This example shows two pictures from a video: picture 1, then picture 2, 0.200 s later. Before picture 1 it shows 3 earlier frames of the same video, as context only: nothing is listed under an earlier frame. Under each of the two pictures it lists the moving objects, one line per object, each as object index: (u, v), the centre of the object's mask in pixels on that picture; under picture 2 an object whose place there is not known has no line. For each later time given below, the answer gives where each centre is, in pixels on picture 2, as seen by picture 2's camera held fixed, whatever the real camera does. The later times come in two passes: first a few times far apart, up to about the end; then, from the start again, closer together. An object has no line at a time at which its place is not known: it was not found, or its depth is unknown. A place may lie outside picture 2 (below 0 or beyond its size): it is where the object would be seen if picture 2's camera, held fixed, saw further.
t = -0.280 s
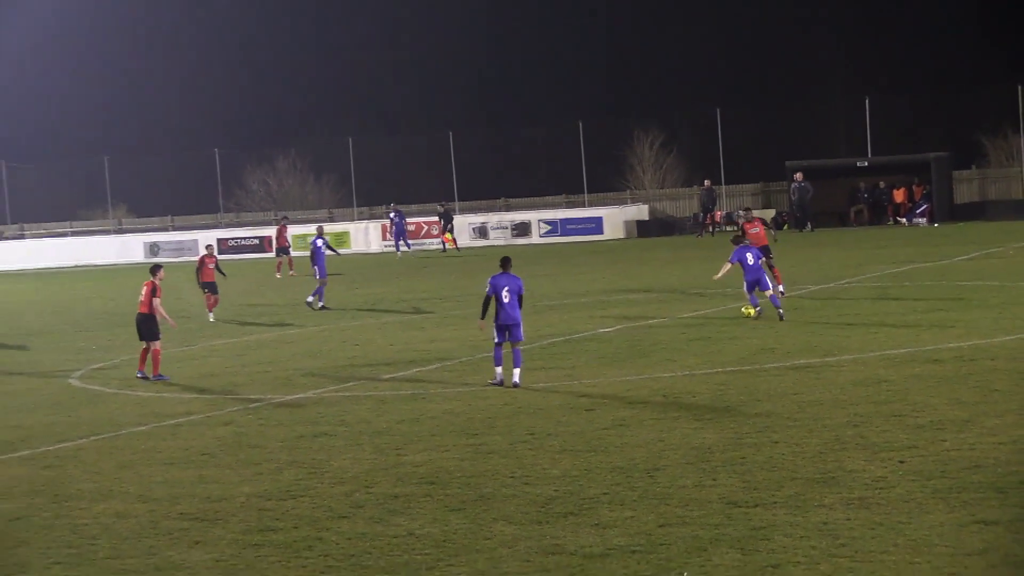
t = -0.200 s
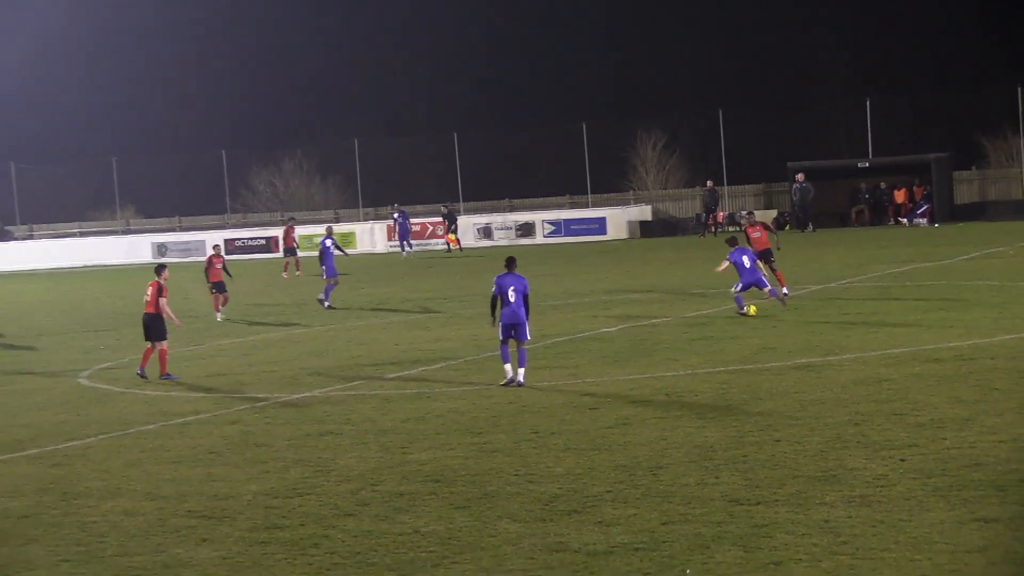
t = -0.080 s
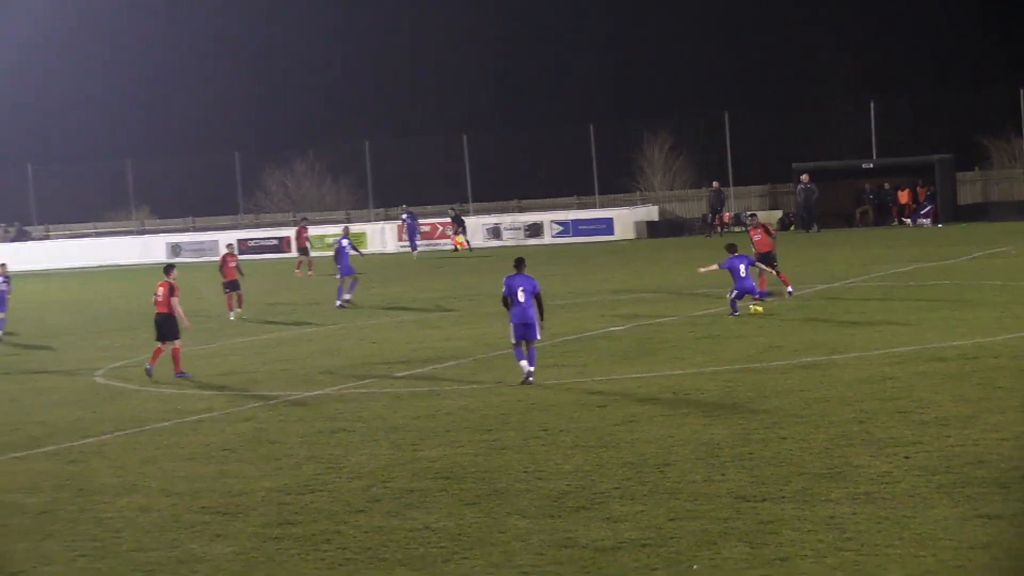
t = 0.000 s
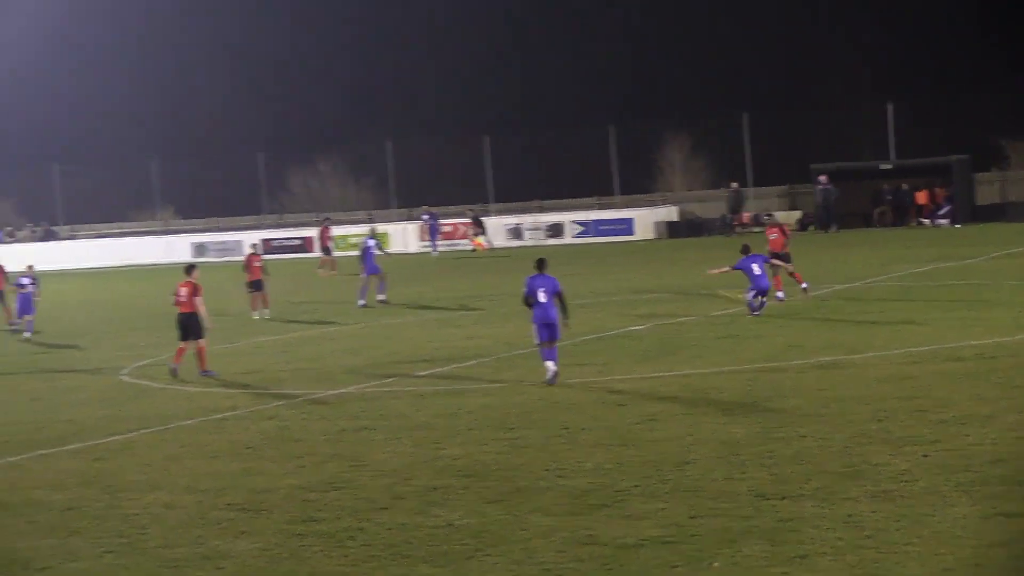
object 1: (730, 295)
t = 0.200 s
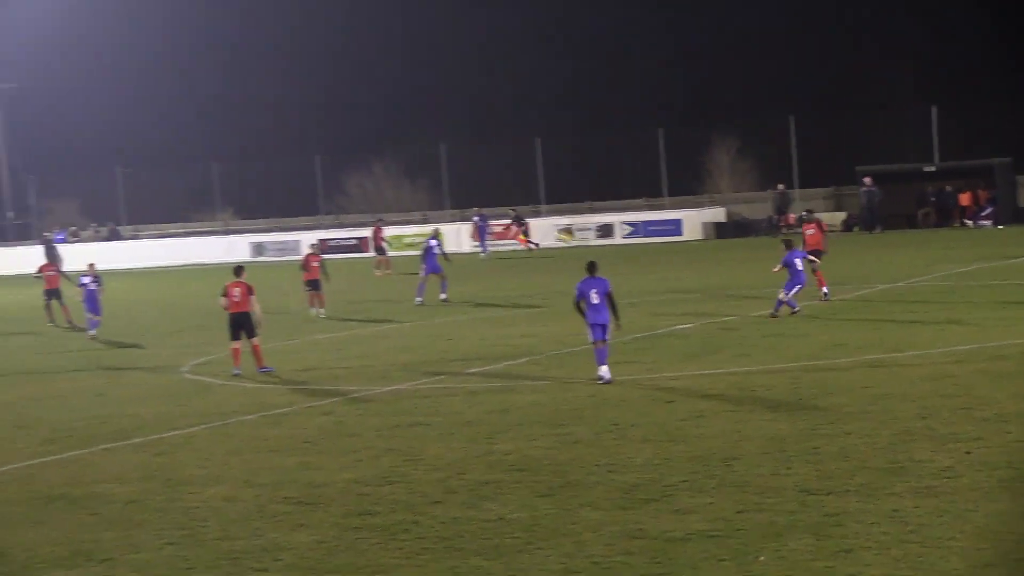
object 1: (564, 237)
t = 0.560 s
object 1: (260, 173)
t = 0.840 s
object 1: (72, 141)
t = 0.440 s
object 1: (353, 190)
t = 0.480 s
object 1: (321, 184)
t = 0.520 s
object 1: (290, 179)
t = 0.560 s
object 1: (260, 173)
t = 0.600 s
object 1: (230, 167)
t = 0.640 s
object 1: (201, 162)
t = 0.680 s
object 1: (173, 156)
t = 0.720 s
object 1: (145, 152)
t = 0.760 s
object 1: (121, 149)
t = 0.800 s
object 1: (97, 146)
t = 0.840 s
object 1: (72, 141)
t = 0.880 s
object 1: (47, 138)
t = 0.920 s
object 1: (21, 134)
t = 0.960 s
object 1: (-4, 133)
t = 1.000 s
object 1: (-29, 131)
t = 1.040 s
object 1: (-53, 130)
